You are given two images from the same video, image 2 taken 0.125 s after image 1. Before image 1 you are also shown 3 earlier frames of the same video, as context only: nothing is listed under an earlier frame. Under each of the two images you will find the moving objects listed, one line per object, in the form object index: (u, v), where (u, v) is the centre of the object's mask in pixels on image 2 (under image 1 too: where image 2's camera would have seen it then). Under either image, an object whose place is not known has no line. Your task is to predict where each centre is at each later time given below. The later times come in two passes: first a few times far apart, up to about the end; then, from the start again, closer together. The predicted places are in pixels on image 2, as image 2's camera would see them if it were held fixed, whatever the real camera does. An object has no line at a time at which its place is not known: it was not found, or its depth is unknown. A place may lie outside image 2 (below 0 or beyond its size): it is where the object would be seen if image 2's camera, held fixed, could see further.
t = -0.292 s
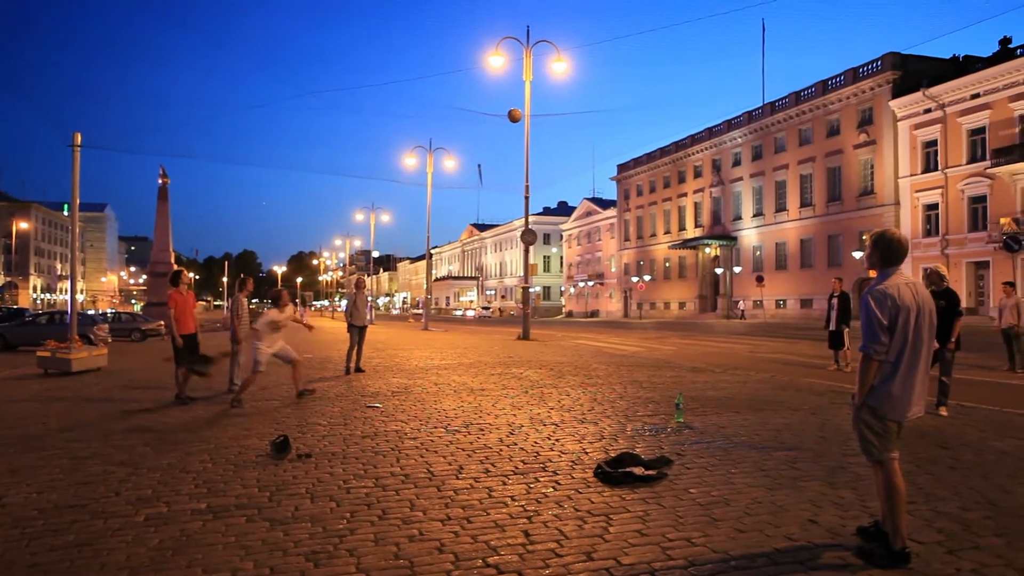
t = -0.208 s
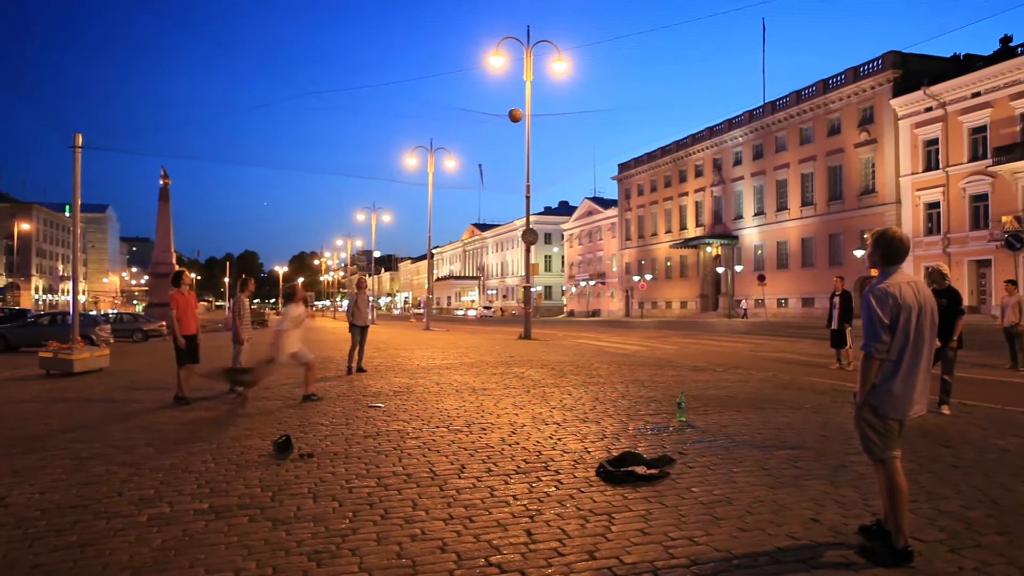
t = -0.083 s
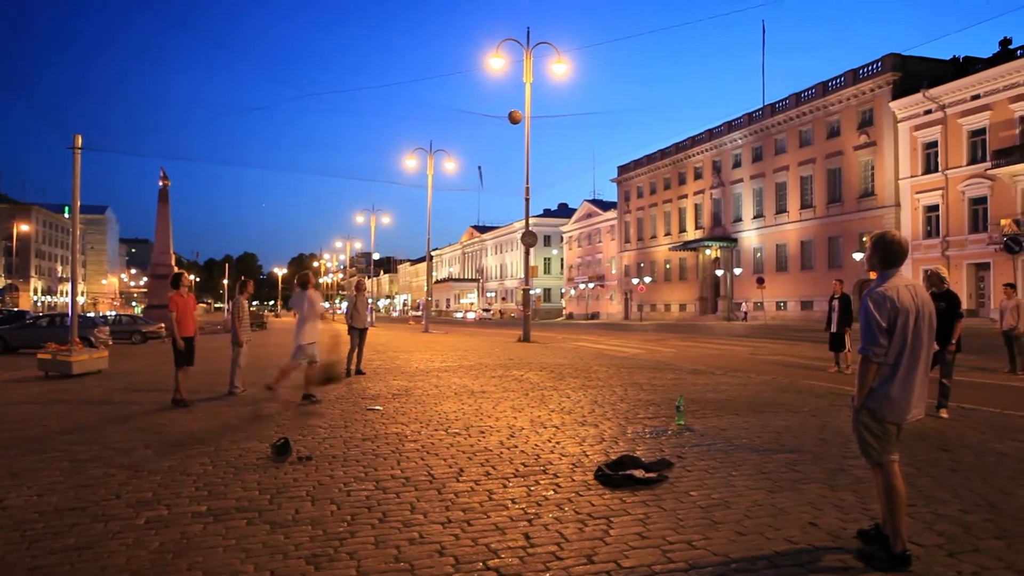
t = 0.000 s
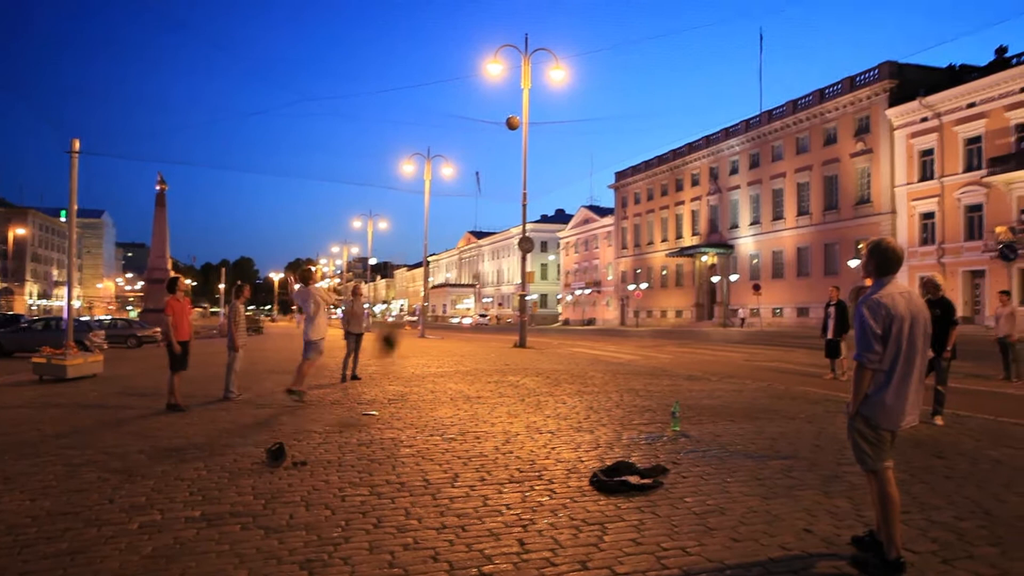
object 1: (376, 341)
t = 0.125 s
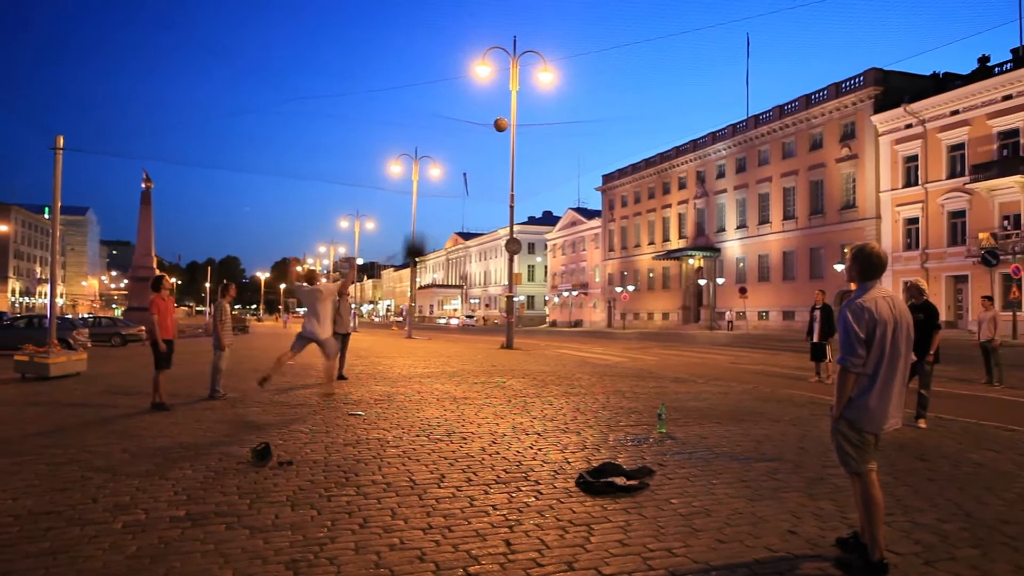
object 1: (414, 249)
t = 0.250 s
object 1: (443, 173)
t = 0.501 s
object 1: (486, 71)
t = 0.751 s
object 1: (500, 39)
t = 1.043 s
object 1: (490, 74)
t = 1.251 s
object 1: (477, 132)
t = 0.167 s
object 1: (425, 224)
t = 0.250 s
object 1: (443, 173)
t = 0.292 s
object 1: (451, 150)
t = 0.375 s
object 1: (467, 112)
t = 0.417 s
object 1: (474, 97)
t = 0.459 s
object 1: (480, 85)
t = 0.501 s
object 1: (486, 71)
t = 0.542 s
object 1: (492, 60)
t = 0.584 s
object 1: (495, 52)
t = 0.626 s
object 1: (496, 46)
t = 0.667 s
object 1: (497, 42)
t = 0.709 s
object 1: (497, 40)
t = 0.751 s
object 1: (500, 39)
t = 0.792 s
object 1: (500, 40)
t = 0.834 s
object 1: (498, 42)
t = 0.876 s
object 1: (496, 45)
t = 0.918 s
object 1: (495, 50)
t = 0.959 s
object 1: (493, 57)
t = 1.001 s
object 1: (492, 64)
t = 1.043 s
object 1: (490, 74)
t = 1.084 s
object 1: (487, 81)
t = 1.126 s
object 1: (483, 94)
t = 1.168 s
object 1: (484, 106)
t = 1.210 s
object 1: (479, 119)
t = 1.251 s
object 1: (477, 132)
